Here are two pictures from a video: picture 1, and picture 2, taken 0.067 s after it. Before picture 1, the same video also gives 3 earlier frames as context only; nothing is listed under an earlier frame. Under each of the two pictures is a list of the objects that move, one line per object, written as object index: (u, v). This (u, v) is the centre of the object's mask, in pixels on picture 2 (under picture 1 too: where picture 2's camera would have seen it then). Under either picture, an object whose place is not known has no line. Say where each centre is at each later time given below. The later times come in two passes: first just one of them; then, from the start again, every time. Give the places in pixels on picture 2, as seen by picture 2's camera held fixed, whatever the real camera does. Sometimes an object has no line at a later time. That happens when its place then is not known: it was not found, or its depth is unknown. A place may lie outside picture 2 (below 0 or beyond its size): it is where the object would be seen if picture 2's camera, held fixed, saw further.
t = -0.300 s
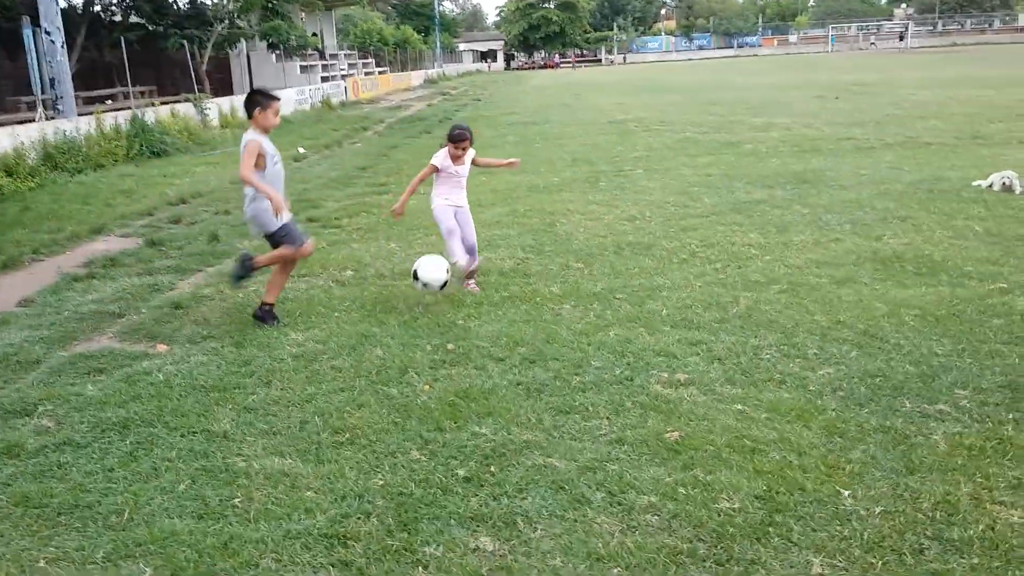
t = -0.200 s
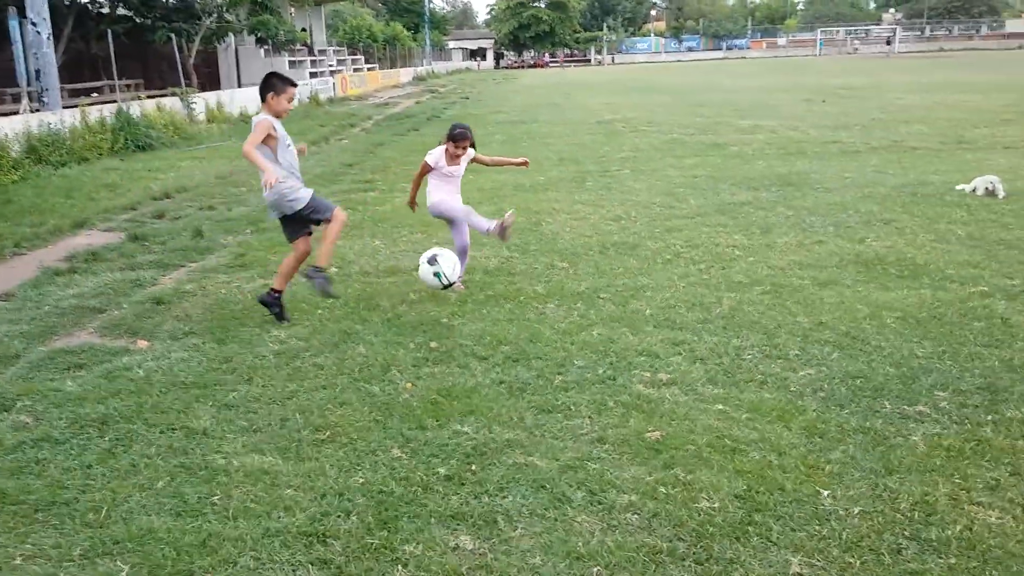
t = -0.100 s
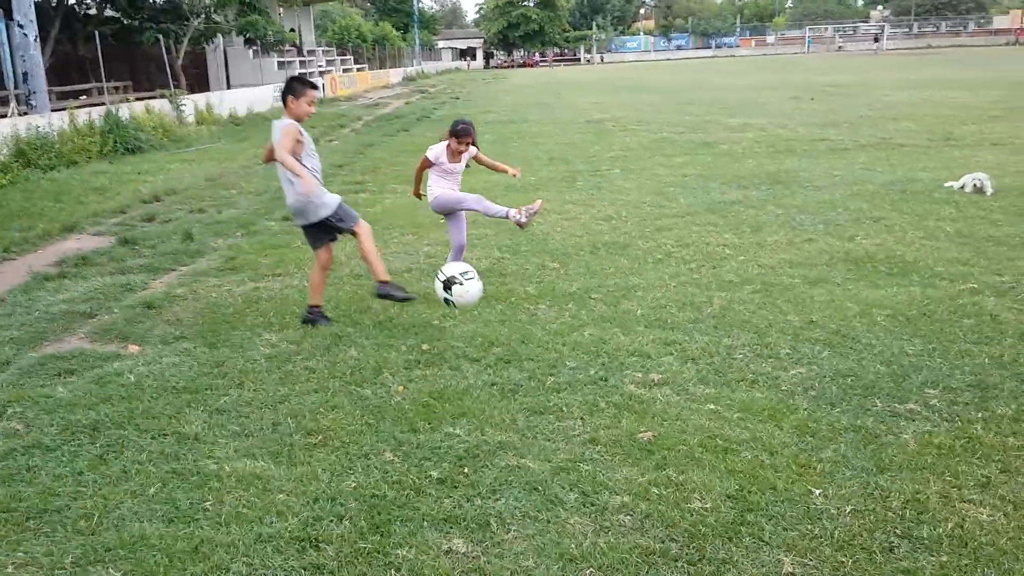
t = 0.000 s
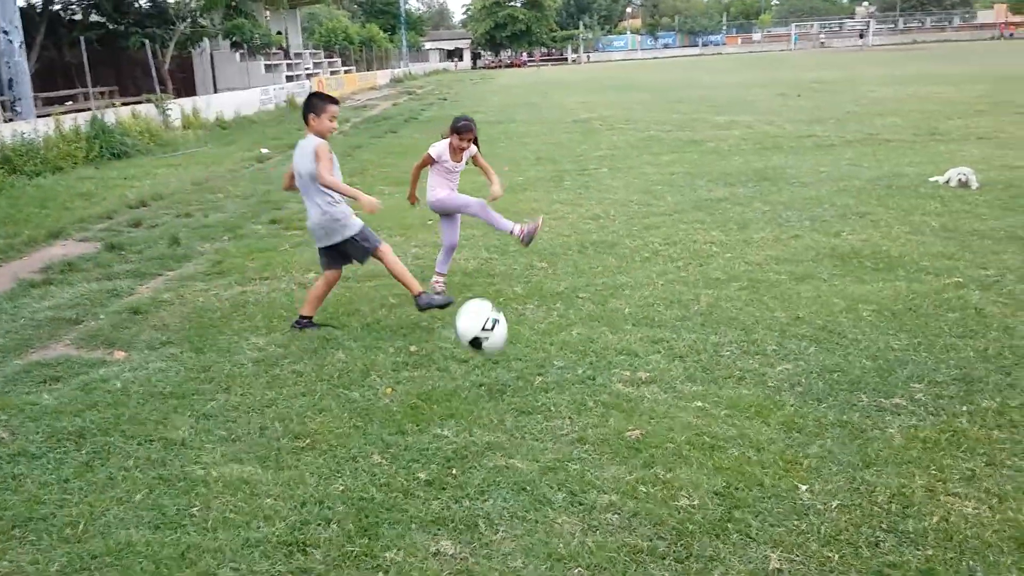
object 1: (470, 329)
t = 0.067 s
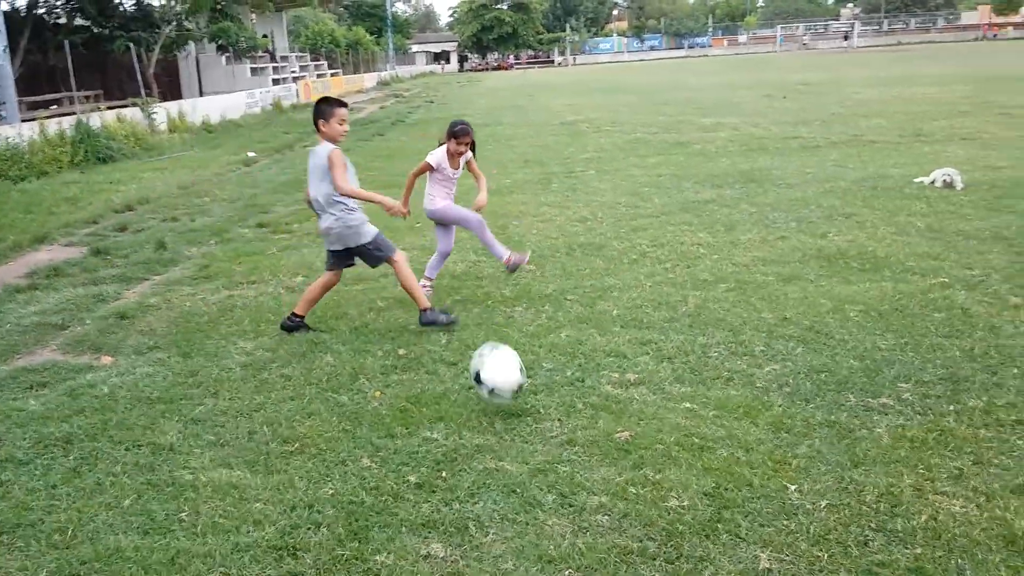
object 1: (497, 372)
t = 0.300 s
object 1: (578, 426)
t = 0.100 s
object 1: (513, 401)
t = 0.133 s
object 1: (526, 416)
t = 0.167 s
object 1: (535, 413)
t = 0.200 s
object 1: (546, 412)
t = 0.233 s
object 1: (556, 414)
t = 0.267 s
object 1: (567, 419)
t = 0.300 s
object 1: (578, 426)
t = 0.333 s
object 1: (591, 437)
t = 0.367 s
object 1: (604, 453)
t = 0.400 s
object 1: (618, 473)
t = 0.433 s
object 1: (631, 494)
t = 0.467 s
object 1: (641, 498)
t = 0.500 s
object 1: (651, 500)
